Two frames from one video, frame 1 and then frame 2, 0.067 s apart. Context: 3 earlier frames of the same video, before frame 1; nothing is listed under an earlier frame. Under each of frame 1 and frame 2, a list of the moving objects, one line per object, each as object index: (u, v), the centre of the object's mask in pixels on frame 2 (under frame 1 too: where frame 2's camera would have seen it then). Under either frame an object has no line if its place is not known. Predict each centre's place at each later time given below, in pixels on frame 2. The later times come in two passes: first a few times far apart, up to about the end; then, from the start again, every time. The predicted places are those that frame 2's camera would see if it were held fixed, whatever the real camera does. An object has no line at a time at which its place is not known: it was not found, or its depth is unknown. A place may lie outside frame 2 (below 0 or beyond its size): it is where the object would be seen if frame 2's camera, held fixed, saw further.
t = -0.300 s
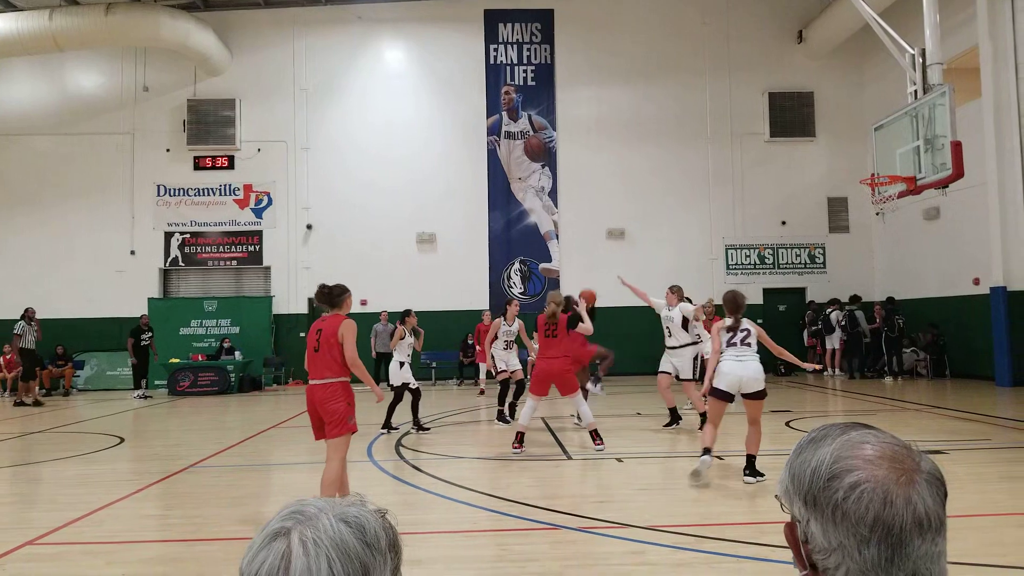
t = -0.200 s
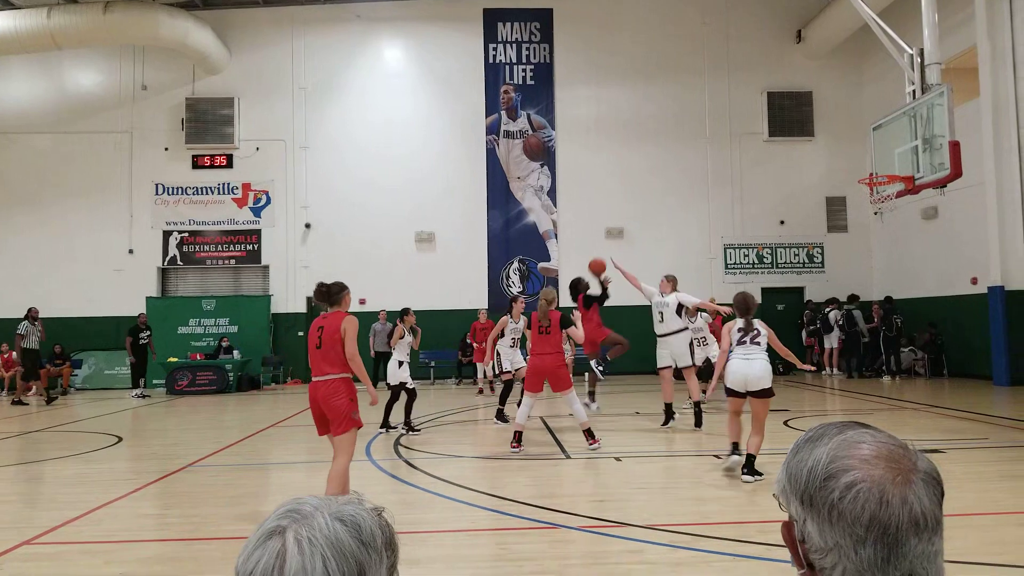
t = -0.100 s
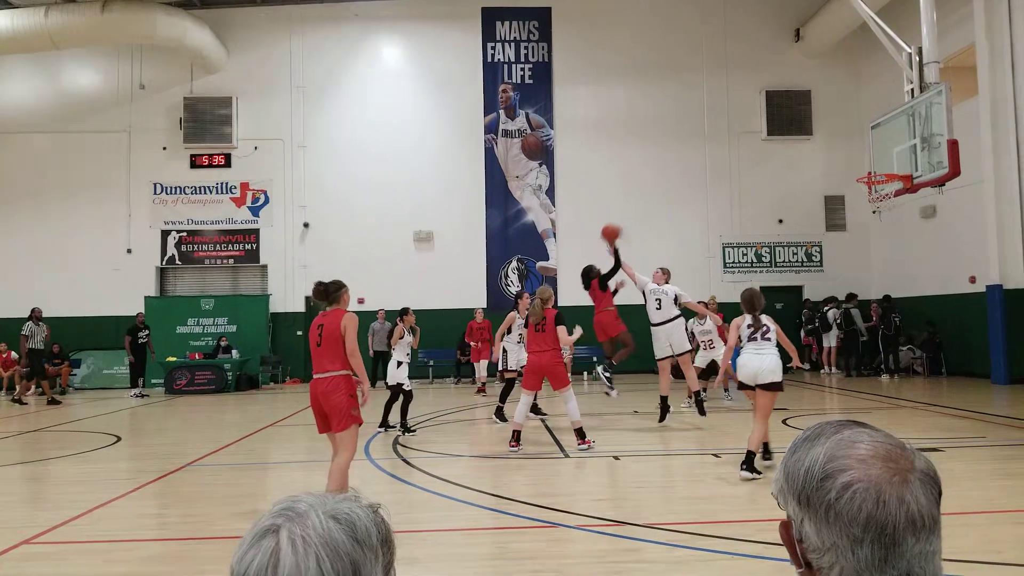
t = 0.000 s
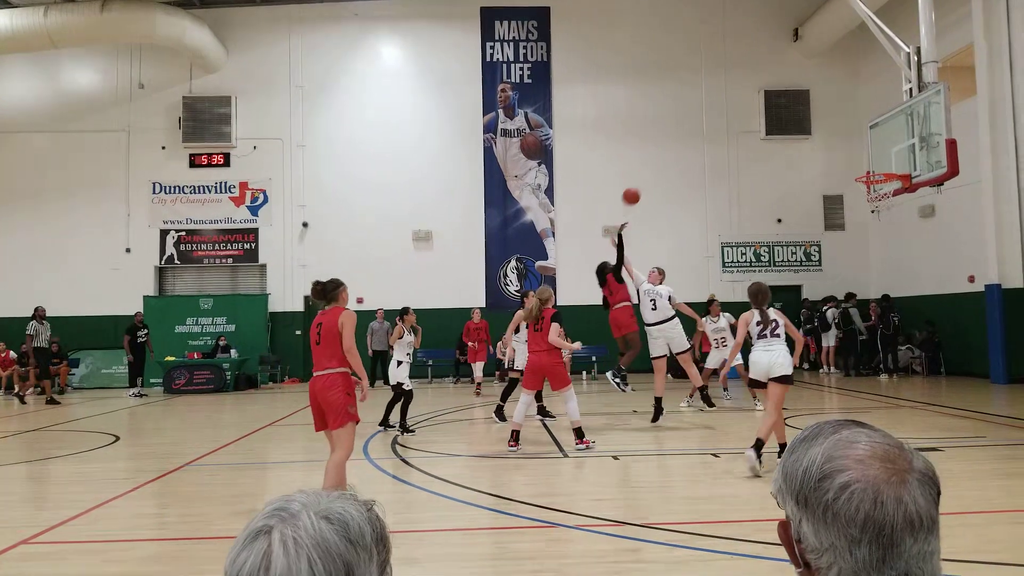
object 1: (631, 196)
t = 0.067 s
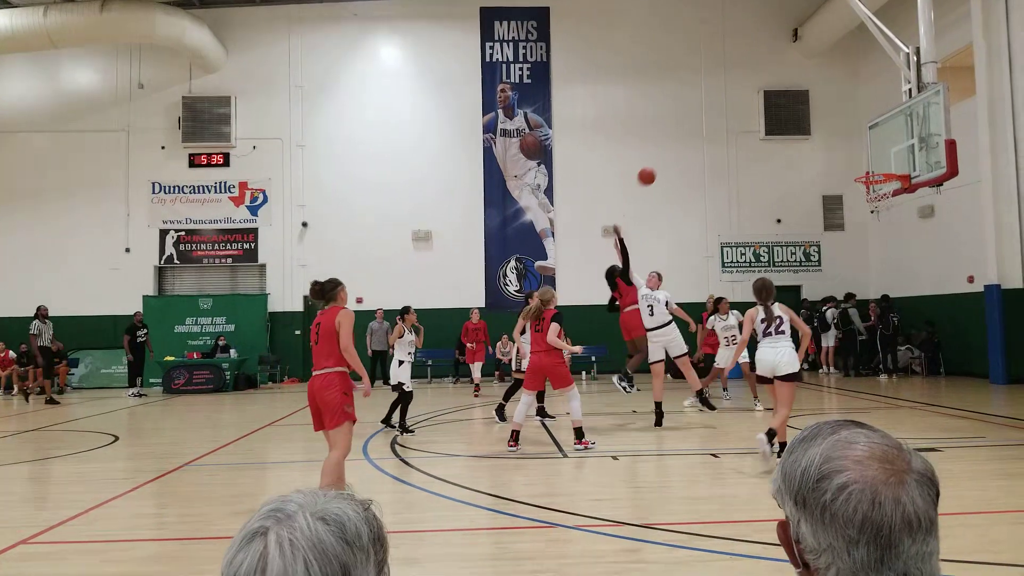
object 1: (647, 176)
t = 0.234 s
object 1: (686, 142)
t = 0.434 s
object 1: (735, 126)
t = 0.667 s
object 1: (792, 147)
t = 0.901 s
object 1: (851, 210)
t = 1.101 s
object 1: (903, 295)
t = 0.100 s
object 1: (654, 167)
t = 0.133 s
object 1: (662, 160)
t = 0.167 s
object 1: (670, 153)
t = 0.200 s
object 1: (678, 147)
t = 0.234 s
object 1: (686, 142)
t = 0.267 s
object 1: (694, 137)
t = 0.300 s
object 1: (702, 133)
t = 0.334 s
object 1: (710, 130)
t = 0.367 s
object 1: (718, 128)
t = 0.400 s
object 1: (727, 126)
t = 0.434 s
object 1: (735, 126)
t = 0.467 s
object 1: (743, 126)
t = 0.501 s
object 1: (751, 127)
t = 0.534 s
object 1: (759, 129)
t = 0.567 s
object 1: (767, 132)
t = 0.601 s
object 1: (775, 136)
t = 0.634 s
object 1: (784, 141)
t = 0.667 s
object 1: (792, 147)
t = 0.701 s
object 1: (800, 153)
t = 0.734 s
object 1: (808, 161)
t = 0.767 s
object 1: (816, 169)
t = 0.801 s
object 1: (825, 177)
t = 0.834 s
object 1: (833, 187)
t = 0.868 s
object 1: (841, 198)
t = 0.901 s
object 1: (851, 210)
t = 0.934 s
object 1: (859, 222)
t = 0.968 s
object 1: (867, 235)
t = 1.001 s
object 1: (876, 249)
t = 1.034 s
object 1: (885, 263)
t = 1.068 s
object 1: (894, 279)
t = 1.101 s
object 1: (903, 295)
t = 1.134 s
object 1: (912, 313)
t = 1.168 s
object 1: (921, 331)
